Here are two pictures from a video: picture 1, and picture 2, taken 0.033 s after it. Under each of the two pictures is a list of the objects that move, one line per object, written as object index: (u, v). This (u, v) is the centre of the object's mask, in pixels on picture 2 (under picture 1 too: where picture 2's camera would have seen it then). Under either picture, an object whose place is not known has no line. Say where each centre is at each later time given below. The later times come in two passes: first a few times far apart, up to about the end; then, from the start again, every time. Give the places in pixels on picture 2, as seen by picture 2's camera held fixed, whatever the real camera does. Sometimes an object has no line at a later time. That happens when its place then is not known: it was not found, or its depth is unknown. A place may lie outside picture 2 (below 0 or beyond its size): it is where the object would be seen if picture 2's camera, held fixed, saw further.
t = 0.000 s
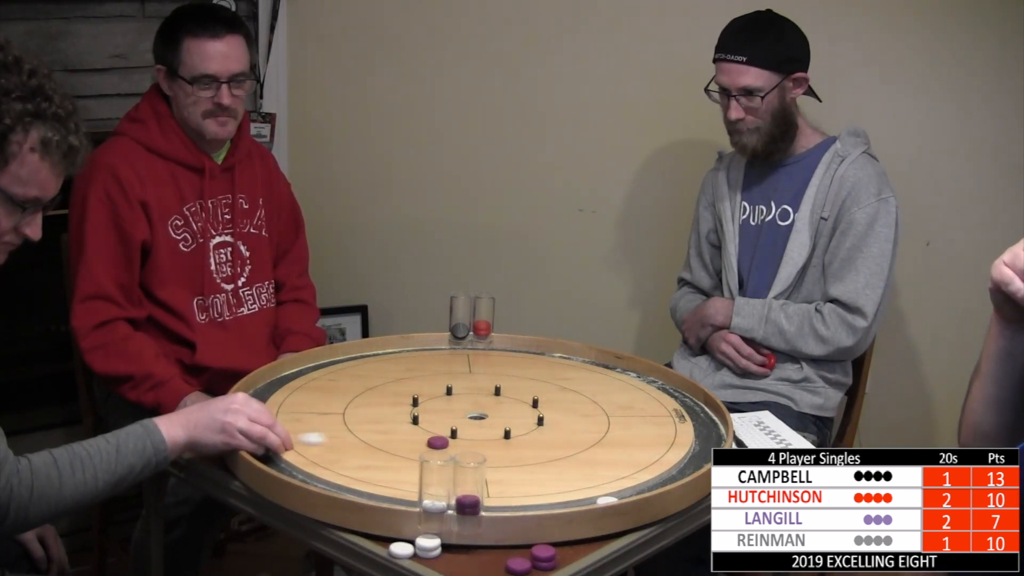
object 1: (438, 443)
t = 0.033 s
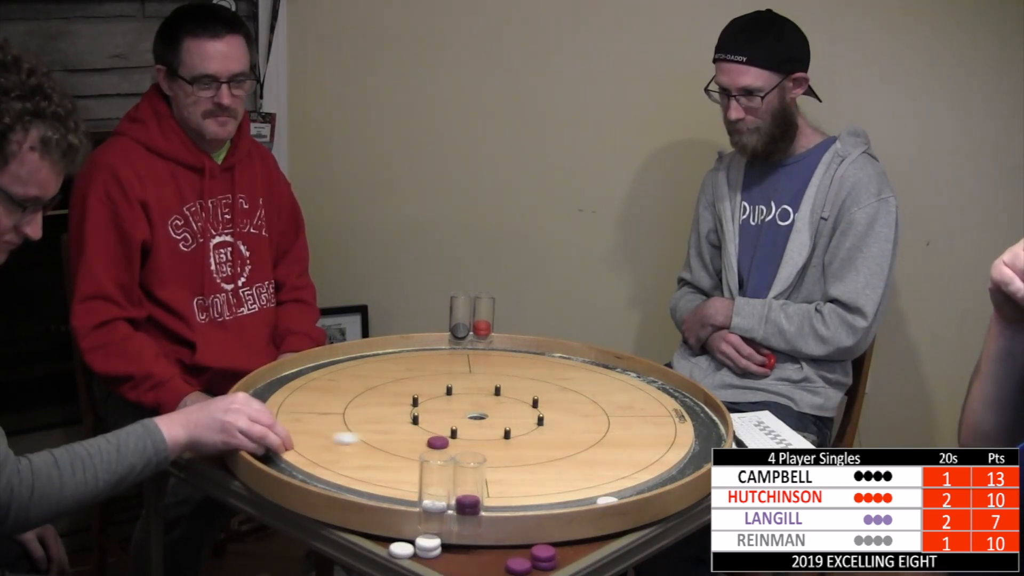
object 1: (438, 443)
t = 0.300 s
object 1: (530, 463)
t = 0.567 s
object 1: (618, 480)
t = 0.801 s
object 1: (651, 489)
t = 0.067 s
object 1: (438, 443)
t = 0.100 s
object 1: (438, 443)
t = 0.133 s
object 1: (451, 446)
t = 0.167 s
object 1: (469, 449)
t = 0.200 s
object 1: (485, 453)
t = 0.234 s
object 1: (501, 457)
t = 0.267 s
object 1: (516, 460)
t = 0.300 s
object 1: (530, 463)
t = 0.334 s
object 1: (544, 466)
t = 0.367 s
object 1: (557, 468)
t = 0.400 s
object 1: (569, 471)
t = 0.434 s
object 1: (580, 473)
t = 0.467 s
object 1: (591, 475)
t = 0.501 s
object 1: (600, 477)
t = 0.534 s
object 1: (610, 479)
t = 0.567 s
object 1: (618, 480)
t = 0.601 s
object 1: (626, 482)
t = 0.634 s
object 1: (634, 484)
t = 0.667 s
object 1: (640, 487)
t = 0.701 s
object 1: (645, 488)
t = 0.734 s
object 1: (651, 489)
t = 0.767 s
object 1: (651, 489)
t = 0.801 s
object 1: (651, 489)
